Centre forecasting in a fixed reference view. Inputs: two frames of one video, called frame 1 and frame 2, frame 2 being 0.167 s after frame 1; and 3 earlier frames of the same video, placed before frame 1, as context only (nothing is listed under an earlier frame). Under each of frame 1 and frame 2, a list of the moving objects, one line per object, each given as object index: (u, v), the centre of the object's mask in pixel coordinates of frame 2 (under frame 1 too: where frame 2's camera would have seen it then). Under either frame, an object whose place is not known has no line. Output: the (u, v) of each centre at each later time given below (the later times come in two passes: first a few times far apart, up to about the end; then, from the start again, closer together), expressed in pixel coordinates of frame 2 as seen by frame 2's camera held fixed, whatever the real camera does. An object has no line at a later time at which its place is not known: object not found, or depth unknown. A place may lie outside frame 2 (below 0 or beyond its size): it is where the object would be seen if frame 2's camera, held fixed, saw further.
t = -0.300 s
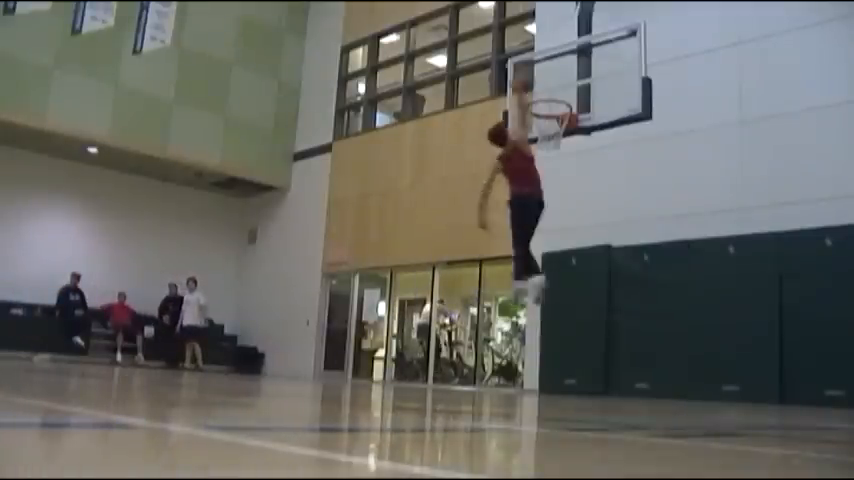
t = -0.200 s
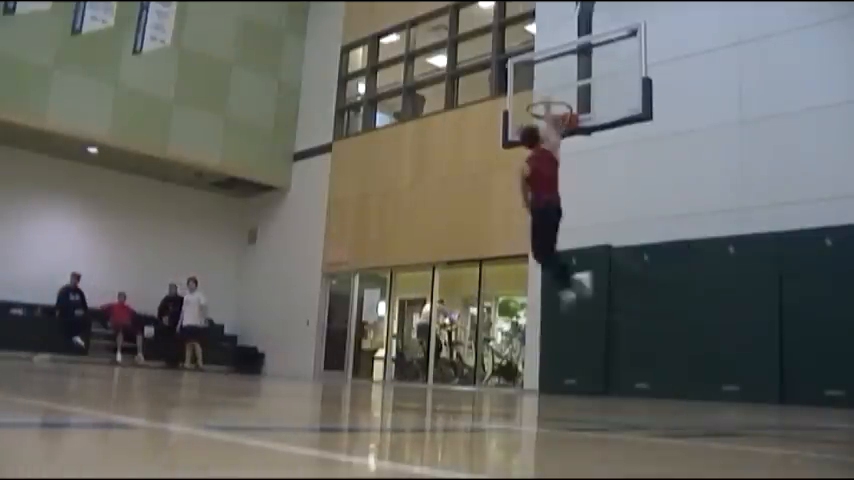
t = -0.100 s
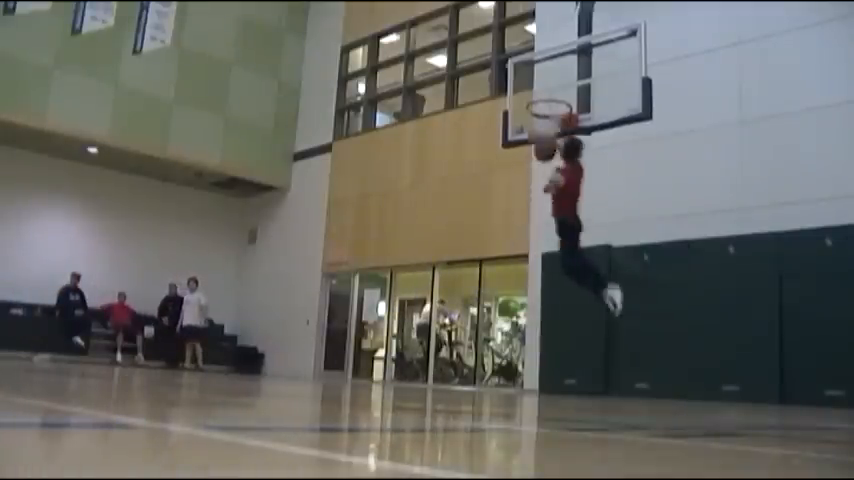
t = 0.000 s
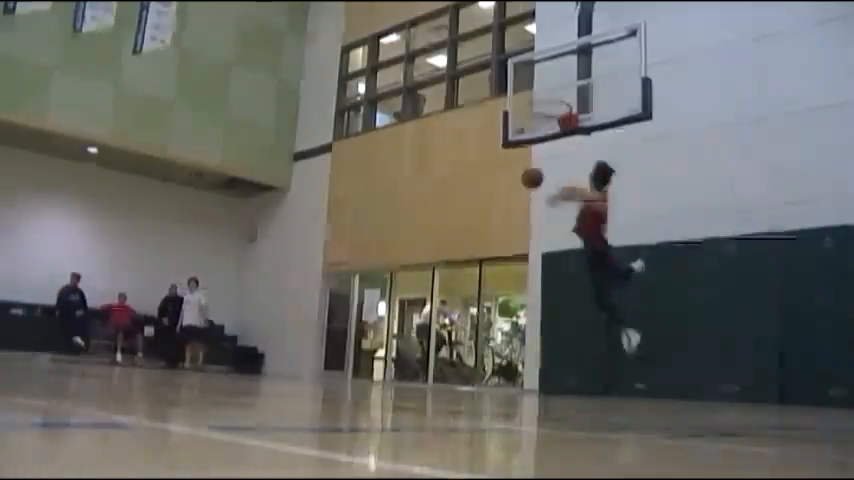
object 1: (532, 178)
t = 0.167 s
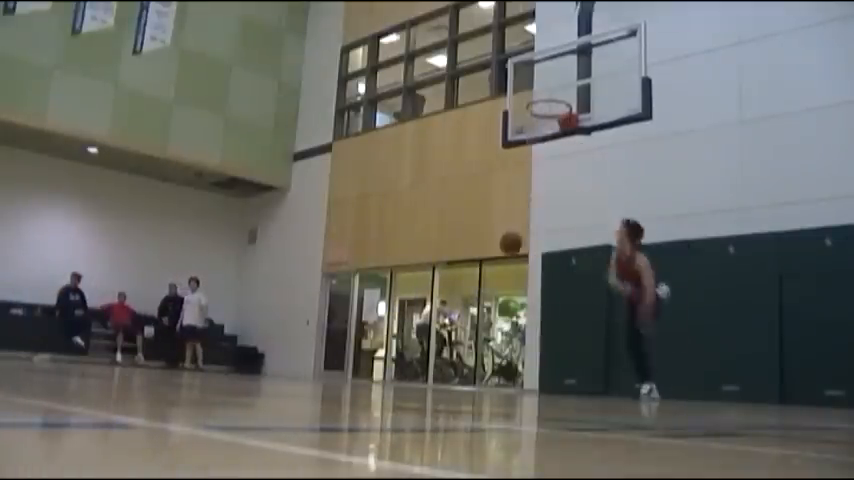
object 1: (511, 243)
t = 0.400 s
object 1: (476, 378)
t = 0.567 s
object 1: (460, 298)
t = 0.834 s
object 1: (426, 213)
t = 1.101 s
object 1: (385, 196)
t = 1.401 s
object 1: (327, 268)
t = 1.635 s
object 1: (276, 339)
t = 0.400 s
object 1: (476, 378)
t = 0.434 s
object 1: (472, 363)
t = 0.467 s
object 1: (470, 346)
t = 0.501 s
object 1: (466, 330)
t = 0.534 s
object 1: (464, 313)
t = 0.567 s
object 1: (460, 298)
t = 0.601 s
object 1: (456, 283)
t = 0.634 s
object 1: (452, 270)
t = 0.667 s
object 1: (447, 258)
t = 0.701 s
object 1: (443, 247)
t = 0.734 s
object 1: (439, 237)
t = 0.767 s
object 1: (435, 228)
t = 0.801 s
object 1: (431, 220)
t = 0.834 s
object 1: (426, 213)
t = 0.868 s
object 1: (421, 207)
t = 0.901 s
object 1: (416, 202)
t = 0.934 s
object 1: (412, 198)
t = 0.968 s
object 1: (406, 195)
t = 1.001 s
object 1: (401, 194)
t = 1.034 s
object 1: (396, 193)
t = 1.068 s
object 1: (390, 194)
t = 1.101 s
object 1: (385, 196)
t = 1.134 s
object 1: (379, 199)
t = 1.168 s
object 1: (373, 203)
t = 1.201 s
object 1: (367, 208)
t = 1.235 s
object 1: (361, 215)
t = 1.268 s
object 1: (355, 222)
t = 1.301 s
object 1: (348, 232)
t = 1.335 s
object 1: (341, 243)
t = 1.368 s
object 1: (334, 254)
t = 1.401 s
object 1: (327, 268)
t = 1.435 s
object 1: (320, 283)
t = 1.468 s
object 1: (313, 298)
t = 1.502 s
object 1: (305, 317)
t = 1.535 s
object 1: (296, 337)
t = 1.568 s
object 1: (288, 359)
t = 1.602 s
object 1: (281, 357)
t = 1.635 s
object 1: (276, 339)
